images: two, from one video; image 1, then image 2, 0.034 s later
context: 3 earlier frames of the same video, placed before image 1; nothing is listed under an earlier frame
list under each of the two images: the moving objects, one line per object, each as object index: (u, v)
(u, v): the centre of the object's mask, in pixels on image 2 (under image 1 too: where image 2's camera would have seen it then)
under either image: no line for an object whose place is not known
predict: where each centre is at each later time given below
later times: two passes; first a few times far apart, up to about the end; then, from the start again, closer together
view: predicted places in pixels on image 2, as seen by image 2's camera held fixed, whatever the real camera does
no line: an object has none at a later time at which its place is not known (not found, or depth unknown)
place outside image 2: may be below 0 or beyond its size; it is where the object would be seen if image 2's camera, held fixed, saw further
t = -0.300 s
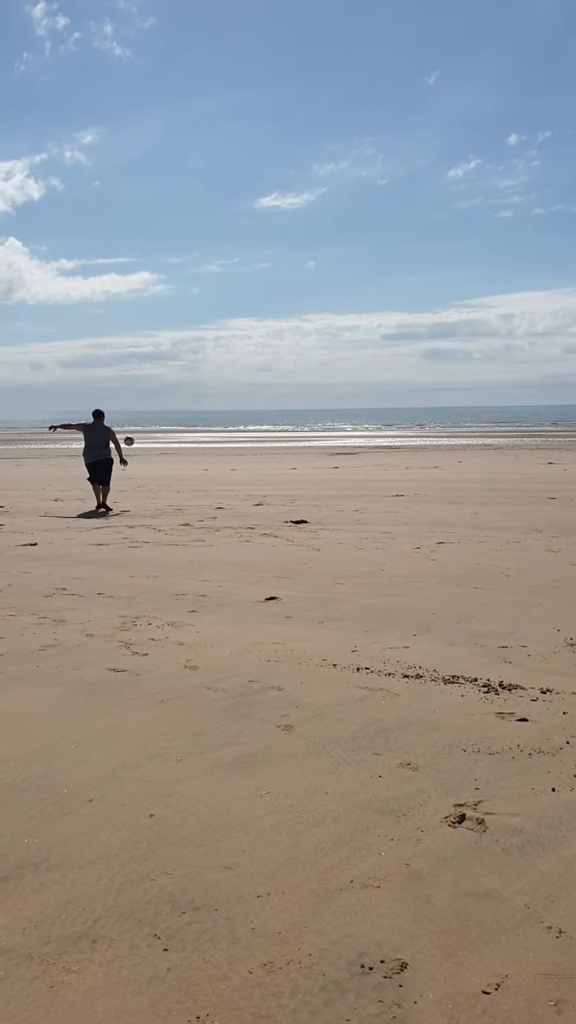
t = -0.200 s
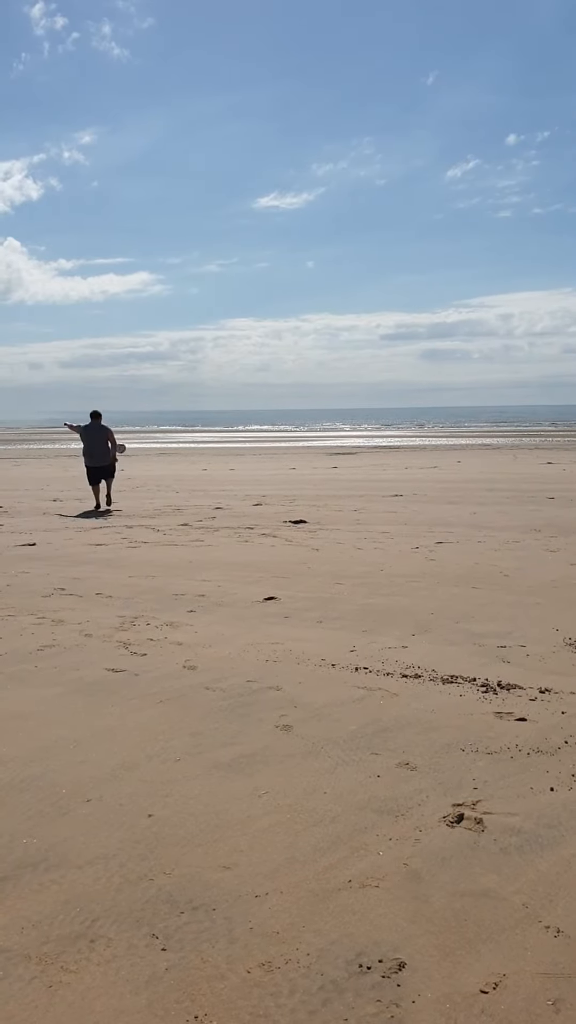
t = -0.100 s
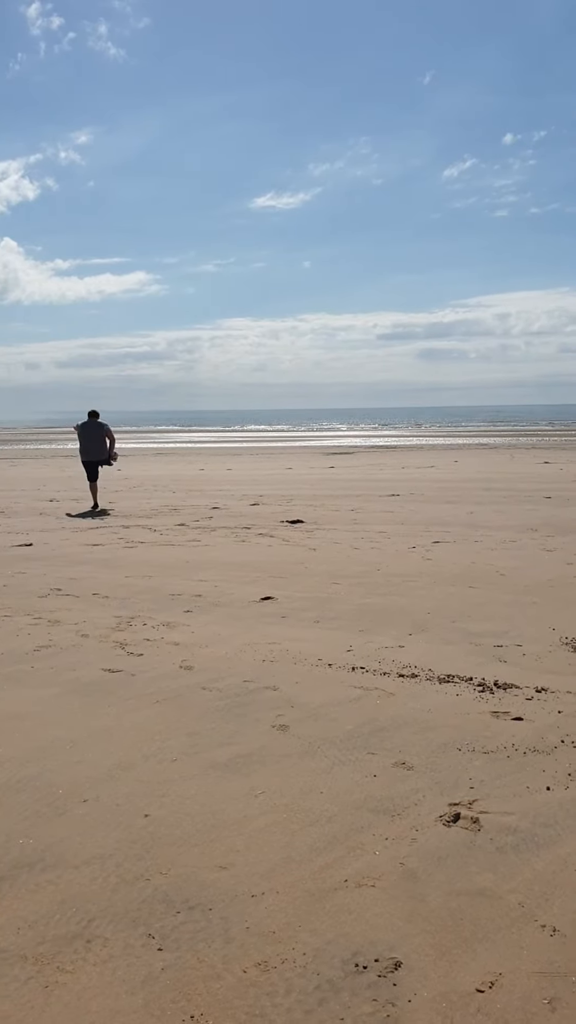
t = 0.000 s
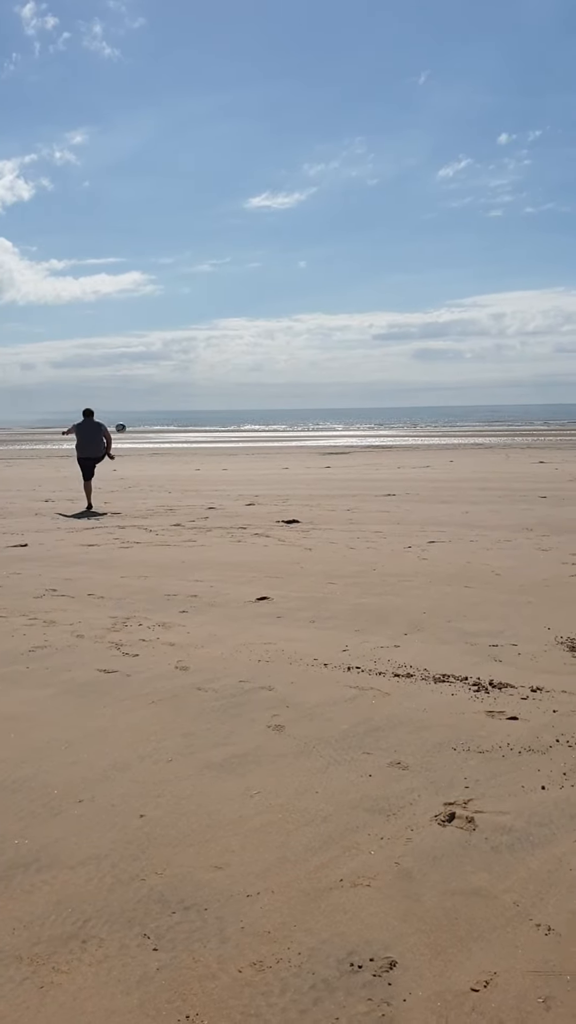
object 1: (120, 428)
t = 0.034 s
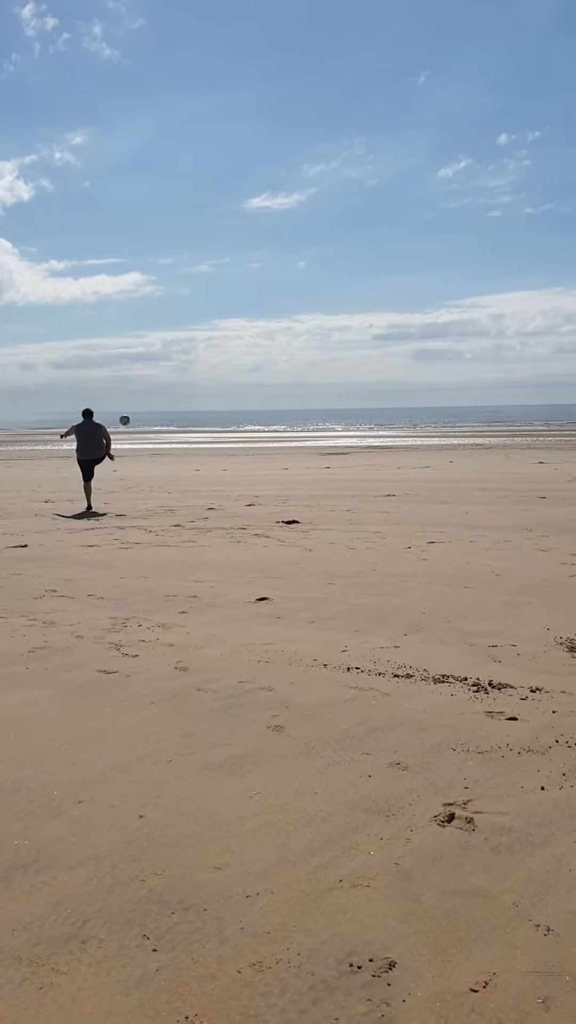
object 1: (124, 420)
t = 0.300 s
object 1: (160, 376)
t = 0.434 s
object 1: (180, 369)
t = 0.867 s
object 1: (246, 423)
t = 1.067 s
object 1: (276, 489)
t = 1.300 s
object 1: (313, 472)
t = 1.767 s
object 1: (396, 447)
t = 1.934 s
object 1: (427, 475)
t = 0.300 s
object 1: (160, 376)
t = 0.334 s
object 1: (165, 373)
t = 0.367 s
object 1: (170, 371)
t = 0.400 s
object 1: (175, 370)
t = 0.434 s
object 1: (180, 369)
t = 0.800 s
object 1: (236, 407)
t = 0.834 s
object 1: (240, 415)
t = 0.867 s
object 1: (246, 423)
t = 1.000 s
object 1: (266, 464)
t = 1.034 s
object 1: (271, 476)
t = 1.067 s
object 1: (276, 489)
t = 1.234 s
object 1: (302, 487)
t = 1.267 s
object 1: (307, 479)
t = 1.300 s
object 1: (313, 472)
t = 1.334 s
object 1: (319, 465)
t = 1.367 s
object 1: (324, 460)
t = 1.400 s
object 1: (330, 455)
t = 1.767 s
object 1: (396, 447)
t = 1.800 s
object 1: (402, 451)
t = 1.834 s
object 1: (408, 456)
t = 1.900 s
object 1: (421, 468)
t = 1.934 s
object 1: (427, 475)
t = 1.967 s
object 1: (433, 484)
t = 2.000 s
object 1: (440, 492)
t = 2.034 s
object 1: (446, 502)
